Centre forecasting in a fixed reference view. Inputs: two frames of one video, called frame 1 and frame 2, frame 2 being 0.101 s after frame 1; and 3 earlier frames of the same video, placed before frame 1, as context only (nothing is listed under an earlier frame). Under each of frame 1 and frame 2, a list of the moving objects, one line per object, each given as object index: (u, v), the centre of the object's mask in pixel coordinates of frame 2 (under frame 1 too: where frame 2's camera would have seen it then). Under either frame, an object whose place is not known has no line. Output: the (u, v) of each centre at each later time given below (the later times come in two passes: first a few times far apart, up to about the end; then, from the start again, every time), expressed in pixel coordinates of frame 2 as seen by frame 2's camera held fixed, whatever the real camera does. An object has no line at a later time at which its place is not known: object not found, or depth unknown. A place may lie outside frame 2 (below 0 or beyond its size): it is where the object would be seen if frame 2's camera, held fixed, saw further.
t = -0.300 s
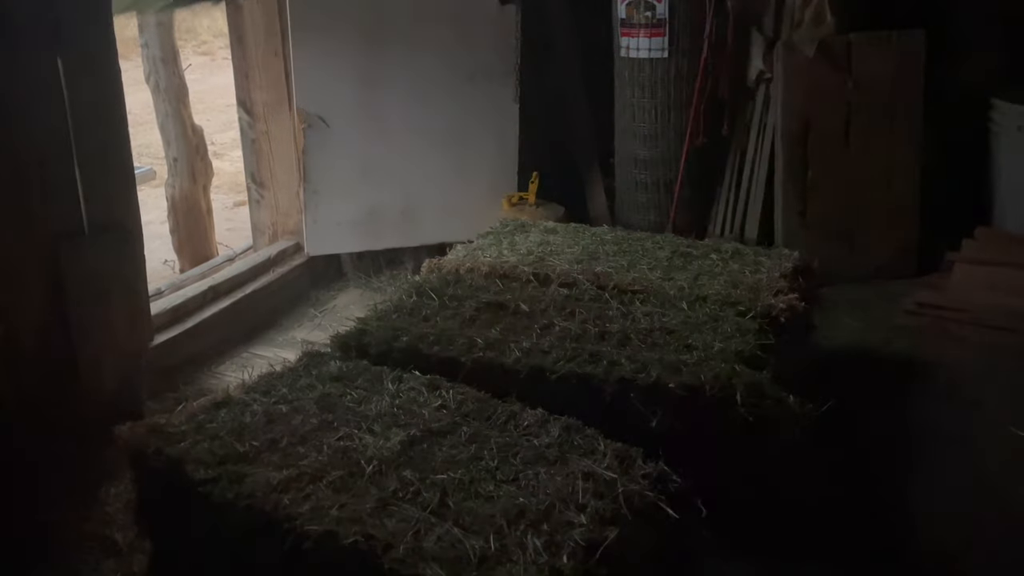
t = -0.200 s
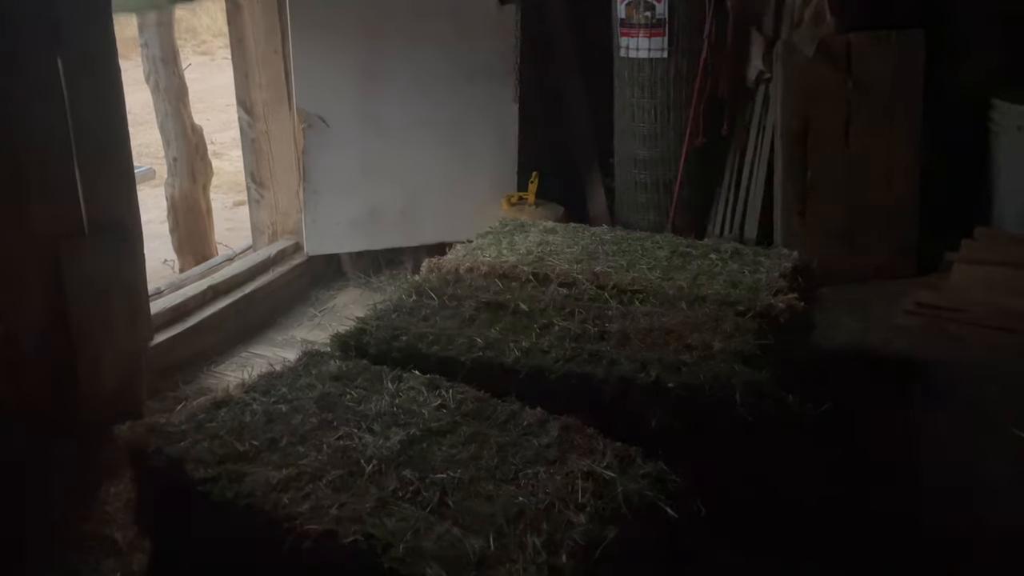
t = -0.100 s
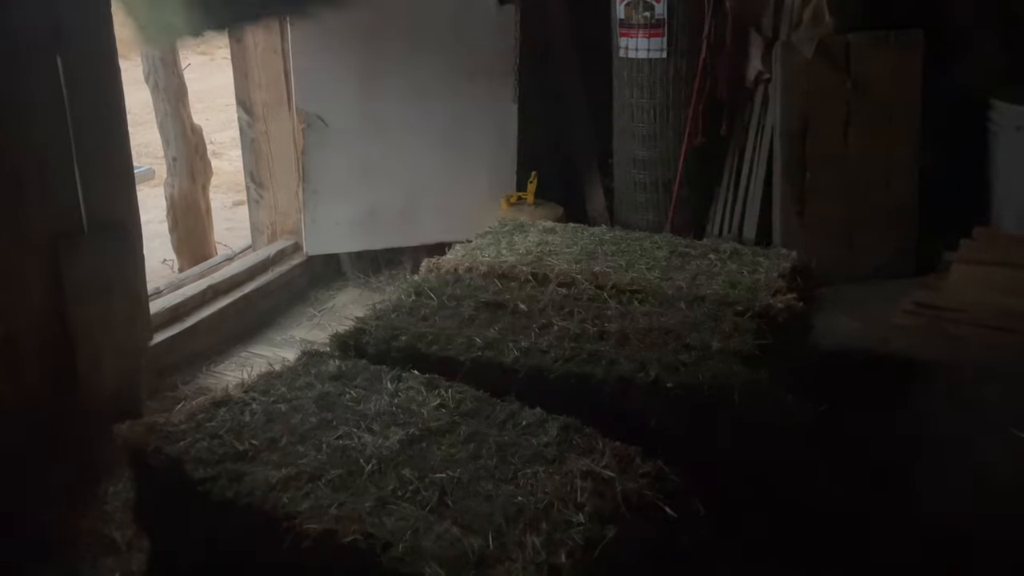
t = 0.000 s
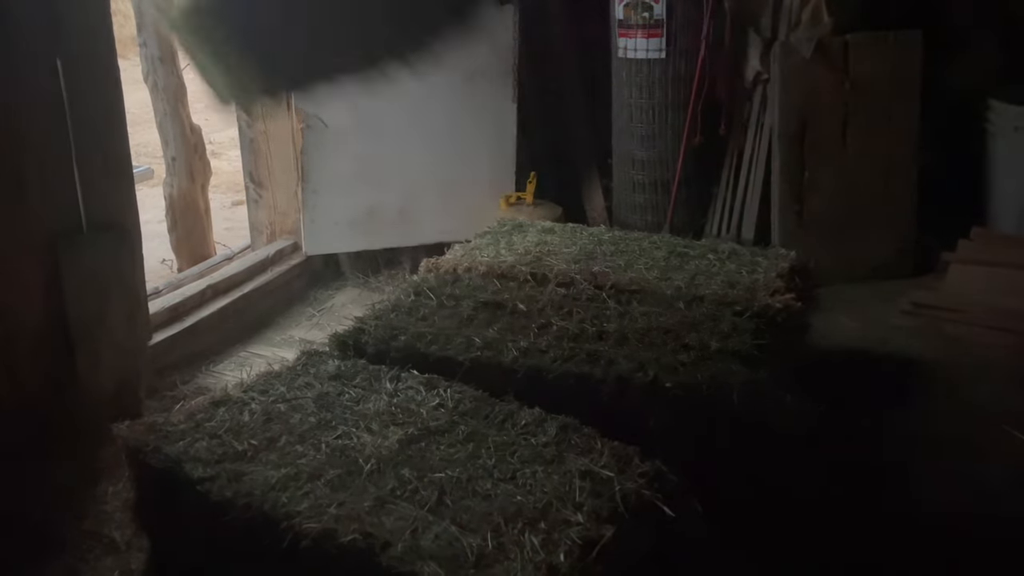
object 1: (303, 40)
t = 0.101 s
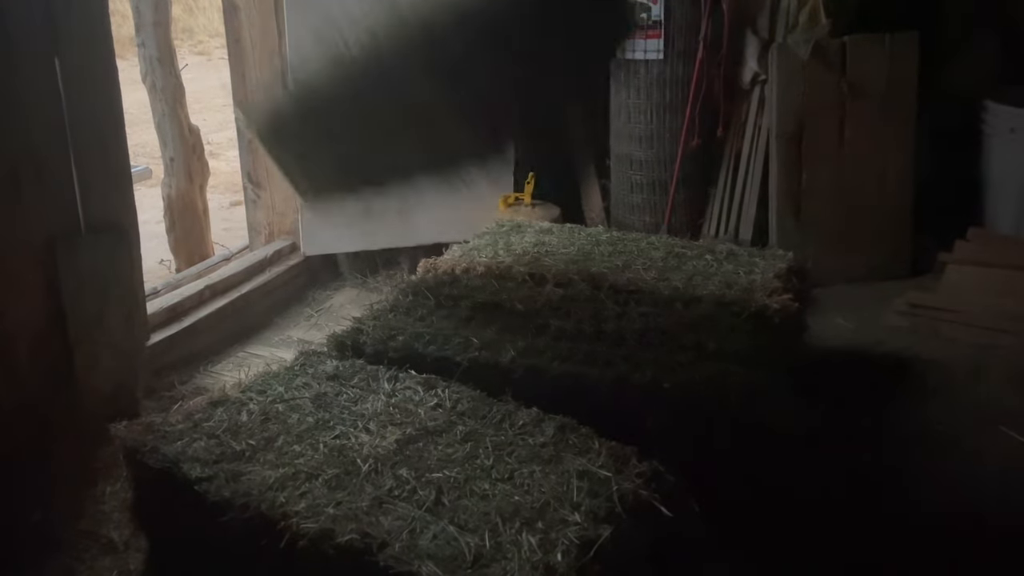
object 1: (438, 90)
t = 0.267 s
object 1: (622, 316)
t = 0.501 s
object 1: (708, 282)
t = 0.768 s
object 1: (741, 306)
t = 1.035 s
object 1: (718, 319)
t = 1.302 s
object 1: (722, 320)
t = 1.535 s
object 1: (724, 321)
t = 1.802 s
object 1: (724, 322)
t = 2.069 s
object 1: (725, 323)
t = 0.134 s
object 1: (471, 120)
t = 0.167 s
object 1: (500, 162)
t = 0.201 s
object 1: (592, 280)
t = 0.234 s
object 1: (607, 306)
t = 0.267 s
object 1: (622, 316)
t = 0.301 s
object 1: (622, 298)
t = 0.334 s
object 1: (640, 293)
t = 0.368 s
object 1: (657, 286)
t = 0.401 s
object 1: (672, 279)
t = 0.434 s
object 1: (684, 276)
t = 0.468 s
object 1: (706, 293)
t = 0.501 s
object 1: (708, 282)
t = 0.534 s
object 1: (743, 306)
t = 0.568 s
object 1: (746, 308)
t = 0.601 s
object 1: (750, 310)
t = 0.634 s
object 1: (753, 315)
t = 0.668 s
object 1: (741, 299)
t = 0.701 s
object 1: (762, 323)
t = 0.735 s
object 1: (761, 326)
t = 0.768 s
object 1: (741, 306)
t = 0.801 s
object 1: (735, 306)
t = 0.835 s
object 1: (726, 309)
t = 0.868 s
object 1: (726, 312)
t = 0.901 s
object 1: (724, 314)
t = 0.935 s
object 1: (726, 319)
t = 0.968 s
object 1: (722, 317)
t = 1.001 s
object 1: (721, 318)
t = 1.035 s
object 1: (718, 319)
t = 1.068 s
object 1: (719, 320)
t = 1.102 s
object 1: (721, 320)
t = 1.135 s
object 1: (722, 320)
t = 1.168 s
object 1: (722, 320)
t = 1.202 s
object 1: (722, 320)
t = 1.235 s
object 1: (722, 320)
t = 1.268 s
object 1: (721, 320)
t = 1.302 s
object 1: (722, 320)
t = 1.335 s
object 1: (722, 320)
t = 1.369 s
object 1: (722, 321)
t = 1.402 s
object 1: (723, 321)
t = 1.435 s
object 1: (721, 319)
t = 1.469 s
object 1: (724, 322)
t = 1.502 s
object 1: (724, 322)
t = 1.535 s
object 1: (724, 321)
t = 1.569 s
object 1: (724, 321)
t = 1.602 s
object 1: (724, 322)
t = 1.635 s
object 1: (724, 322)
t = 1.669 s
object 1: (724, 323)
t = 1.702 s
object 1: (724, 323)
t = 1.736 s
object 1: (724, 323)
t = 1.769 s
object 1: (725, 323)
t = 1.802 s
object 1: (724, 322)
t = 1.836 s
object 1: (724, 322)
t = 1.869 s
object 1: (724, 322)
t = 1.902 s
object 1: (725, 323)
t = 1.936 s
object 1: (724, 323)
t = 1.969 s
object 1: (725, 323)
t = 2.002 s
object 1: (725, 323)
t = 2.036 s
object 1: (725, 323)
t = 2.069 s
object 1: (725, 323)
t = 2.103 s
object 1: (726, 324)
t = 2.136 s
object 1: (725, 323)
